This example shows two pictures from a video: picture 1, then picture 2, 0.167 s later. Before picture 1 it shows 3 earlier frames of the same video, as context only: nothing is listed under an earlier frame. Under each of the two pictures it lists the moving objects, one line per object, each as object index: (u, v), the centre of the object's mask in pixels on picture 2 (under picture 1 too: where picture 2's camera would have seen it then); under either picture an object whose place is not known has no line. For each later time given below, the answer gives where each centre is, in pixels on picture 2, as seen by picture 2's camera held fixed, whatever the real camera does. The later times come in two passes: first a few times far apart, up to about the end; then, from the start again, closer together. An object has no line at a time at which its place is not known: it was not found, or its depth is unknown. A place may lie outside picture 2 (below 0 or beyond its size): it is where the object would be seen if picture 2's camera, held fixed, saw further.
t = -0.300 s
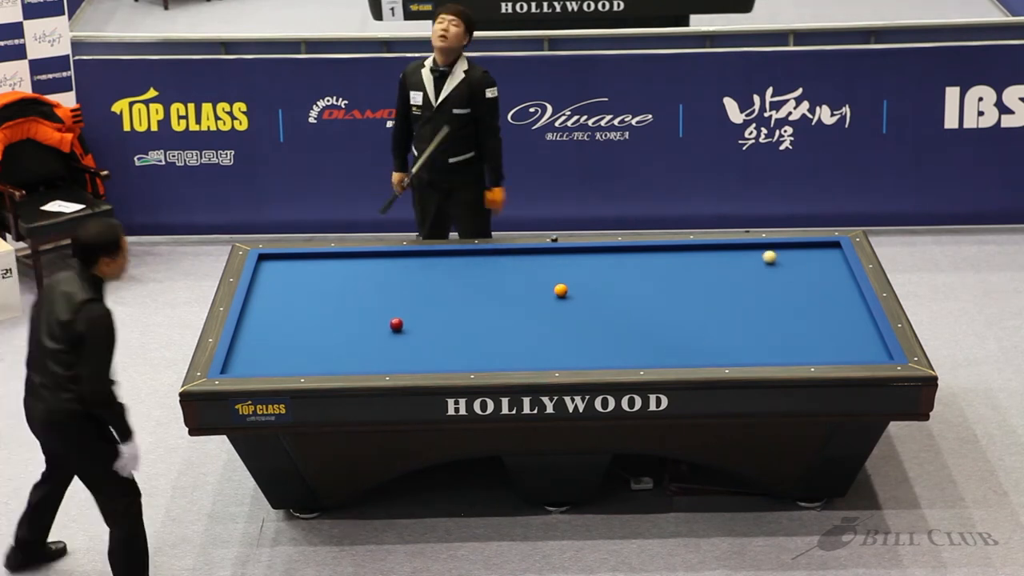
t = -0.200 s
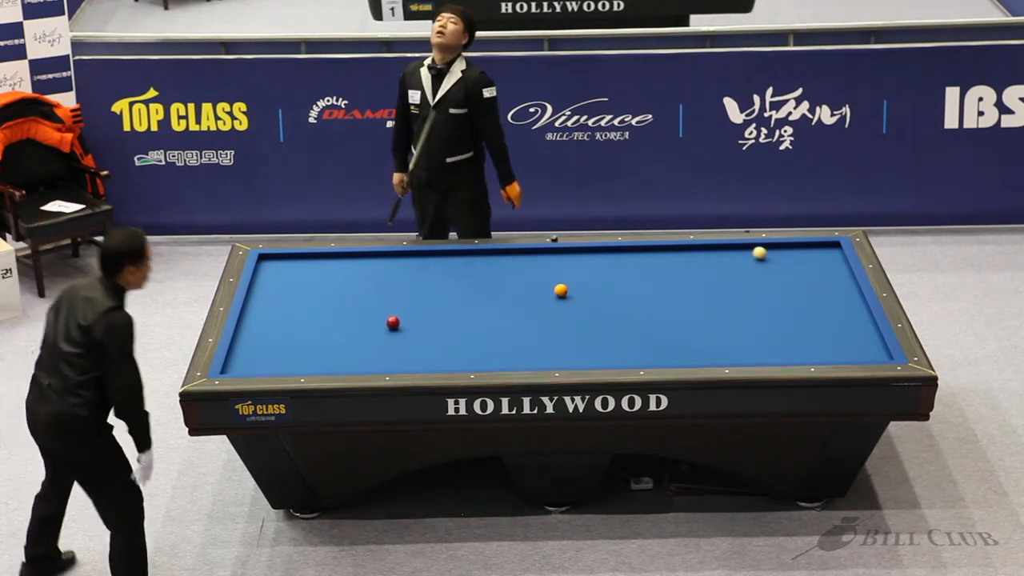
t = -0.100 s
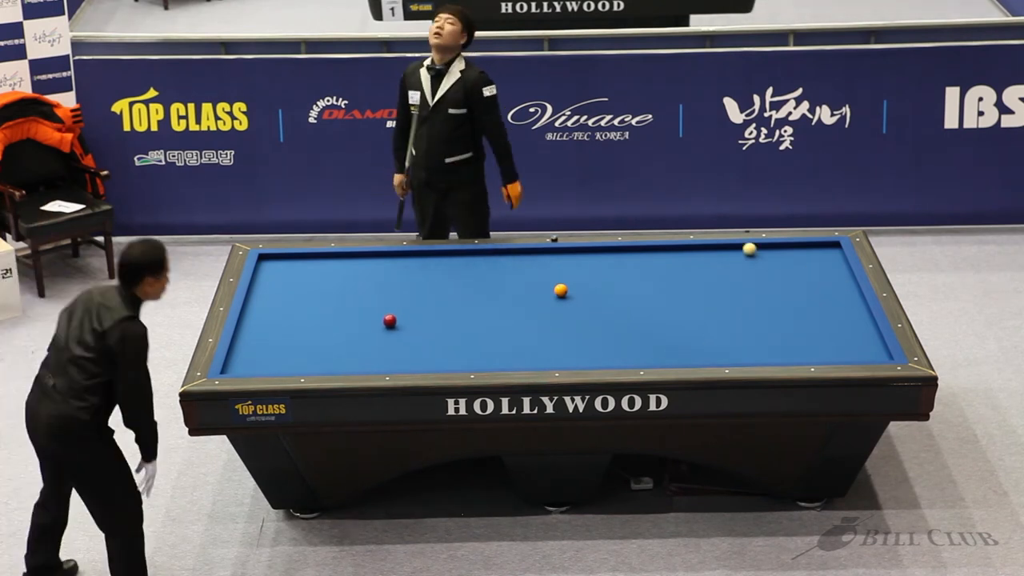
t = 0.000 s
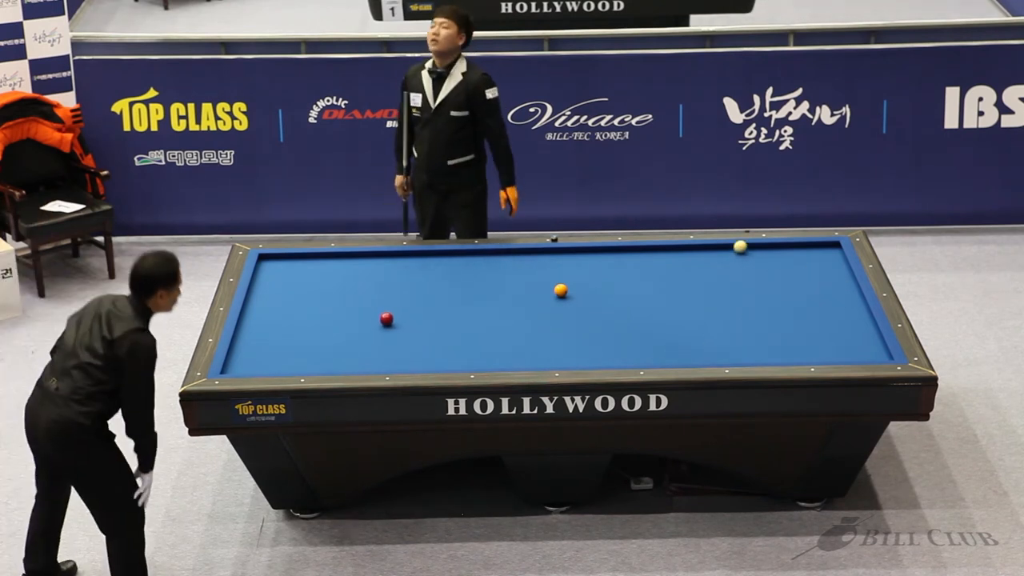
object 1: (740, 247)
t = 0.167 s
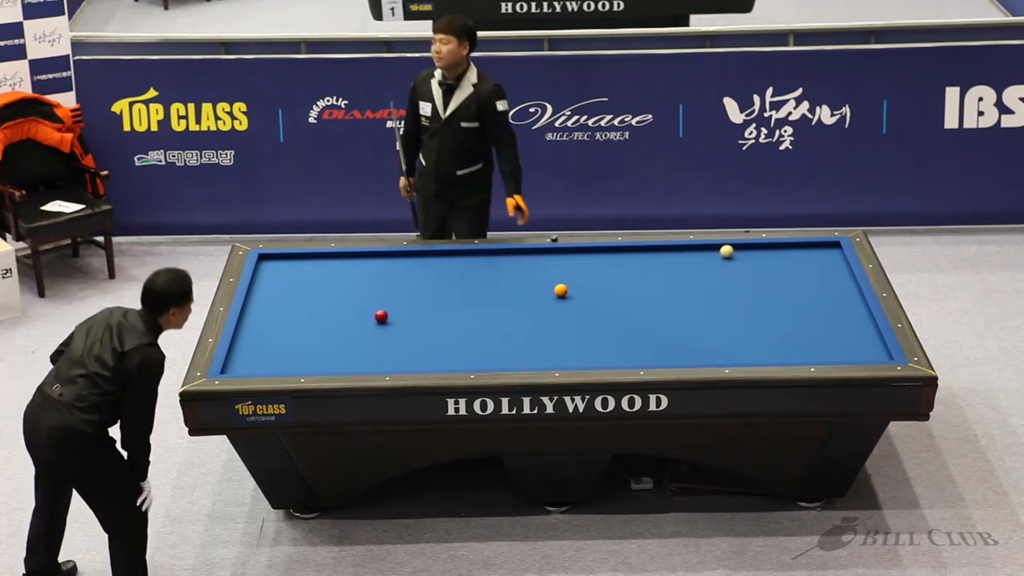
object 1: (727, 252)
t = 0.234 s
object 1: (721, 253)
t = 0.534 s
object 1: (697, 261)
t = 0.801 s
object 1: (675, 268)
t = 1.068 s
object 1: (654, 274)
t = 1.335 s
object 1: (633, 280)
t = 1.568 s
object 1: (615, 286)
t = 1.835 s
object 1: (595, 293)
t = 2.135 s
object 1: (573, 299)
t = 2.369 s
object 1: (556, 304)
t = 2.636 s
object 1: (537, 310)
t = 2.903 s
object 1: (517, 316)
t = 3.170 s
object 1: (499, 322)
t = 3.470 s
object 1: (479, 328)
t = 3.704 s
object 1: (463, 333)
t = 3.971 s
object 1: (445, 338)
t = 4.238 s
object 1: (428, 343)
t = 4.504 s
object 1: (412, 348)
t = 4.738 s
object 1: (398, 352)
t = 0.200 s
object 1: (724, 252)
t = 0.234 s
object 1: (721, 253)
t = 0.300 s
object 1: (715, 255)
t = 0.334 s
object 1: (713, 256)
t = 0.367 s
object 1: (710, 257)
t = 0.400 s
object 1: (708, 257)
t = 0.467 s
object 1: (702, 259)
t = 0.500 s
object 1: (699, 260)
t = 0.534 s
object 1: (697, 261)
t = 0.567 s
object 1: (694, 262)
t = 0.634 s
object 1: (689, 263)
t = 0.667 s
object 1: (686, 264)
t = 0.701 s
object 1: (683, 265)
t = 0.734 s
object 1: (681, 266)
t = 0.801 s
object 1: (675, 268)
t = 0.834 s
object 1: (672, 269)
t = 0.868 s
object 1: (670, 269)
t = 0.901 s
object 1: (668, 270)
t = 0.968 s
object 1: (662, 272)
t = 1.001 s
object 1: (659, 273)
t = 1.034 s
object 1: (657, 273)
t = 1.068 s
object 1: (654, 274)
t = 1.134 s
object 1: (649, 276)
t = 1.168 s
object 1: (646, 277)
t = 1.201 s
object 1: (644, 277)
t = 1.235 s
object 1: (641, 278)
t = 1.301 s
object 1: (636, 280)
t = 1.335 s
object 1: (633, 280)
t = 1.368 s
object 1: (631, 281)
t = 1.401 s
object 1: (628, 282)
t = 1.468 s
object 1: (623, 284)
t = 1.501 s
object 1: (621, 285)
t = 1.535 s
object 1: (618, 285)
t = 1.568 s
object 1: (615, 286)
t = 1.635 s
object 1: (611, 288)
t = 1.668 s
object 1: (608, 289)
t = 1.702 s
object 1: (605, 289)
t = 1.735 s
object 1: (603, 290)
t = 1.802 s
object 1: (598, 292)
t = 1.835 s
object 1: (595, 293)
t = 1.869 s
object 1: (593, 293)
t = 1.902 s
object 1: (590, 294)
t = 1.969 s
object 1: (585, 295)
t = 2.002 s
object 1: (583, 296)
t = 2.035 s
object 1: (580, 297)
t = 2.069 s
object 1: (578, 298)
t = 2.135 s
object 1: (573, 299)
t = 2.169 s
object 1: (570, 300)
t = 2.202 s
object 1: (568, 301)
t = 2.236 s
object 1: (566, 301)
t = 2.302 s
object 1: (561, 303)
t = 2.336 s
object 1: (558, 304)
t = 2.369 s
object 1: (556, 304)
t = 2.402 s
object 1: (553, 305)
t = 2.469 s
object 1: (548, 307)
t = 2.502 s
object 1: (546, 308)
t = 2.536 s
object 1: (543, 308)
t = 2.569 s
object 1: (541, 309)
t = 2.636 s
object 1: (537, 310)
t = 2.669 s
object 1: (534, 311)
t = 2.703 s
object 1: (532, 312)
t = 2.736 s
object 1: (529, 313)
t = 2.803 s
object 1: (525, 314)
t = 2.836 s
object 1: (522, 315)
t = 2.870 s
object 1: (520, 315)
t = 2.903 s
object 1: (517, 316)
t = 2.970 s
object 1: (513, 318)
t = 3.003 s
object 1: (511, 318)
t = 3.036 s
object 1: (508, 319)
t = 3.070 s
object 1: (506, 320)
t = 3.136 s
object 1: (501, 321)
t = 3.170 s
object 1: (499, 322)
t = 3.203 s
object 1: (497, 323)
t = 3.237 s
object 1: (494, 323)
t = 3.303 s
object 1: (489, 325)
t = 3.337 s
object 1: (487, 325)
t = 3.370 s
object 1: (485, 326)
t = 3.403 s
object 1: (483, 327)
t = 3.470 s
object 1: (479, 328)
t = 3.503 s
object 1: (476, 329)
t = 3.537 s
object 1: (474, 330)
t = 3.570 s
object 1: (472, 330)
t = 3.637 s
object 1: (467, 331)
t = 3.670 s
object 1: (465, 332)
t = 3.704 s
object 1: (463, 333)
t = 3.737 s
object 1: (461, 333)
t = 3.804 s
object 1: (456, 335)
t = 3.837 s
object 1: (454, 335)
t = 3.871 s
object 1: (452, 336)
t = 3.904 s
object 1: (450, 337)
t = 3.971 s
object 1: (445, 338)
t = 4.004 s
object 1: (443, 339)
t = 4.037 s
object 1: (441, 339)
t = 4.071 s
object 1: (439, 340)
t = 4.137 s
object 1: (435, 341)
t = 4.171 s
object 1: (433, 342)
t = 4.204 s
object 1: (431, 342)
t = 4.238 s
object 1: (428, 343)
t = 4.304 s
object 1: (425, 344)
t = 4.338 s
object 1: (422, 345)
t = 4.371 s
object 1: (421, 345)
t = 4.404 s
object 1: (418, 346)
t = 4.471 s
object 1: (414, 347)
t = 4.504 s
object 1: (412, 348)
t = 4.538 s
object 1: (410, 348)
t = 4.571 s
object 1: (408, 349)
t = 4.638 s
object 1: (404, 350)
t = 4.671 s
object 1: (402, 351)
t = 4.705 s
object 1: (400, 351)
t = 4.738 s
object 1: (398, 352)
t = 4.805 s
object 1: (394, 353)
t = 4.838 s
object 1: (393, 354)
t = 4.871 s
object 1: (390, 354)
